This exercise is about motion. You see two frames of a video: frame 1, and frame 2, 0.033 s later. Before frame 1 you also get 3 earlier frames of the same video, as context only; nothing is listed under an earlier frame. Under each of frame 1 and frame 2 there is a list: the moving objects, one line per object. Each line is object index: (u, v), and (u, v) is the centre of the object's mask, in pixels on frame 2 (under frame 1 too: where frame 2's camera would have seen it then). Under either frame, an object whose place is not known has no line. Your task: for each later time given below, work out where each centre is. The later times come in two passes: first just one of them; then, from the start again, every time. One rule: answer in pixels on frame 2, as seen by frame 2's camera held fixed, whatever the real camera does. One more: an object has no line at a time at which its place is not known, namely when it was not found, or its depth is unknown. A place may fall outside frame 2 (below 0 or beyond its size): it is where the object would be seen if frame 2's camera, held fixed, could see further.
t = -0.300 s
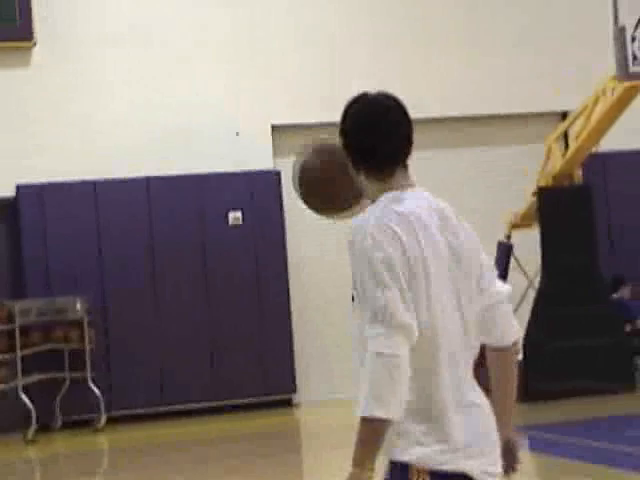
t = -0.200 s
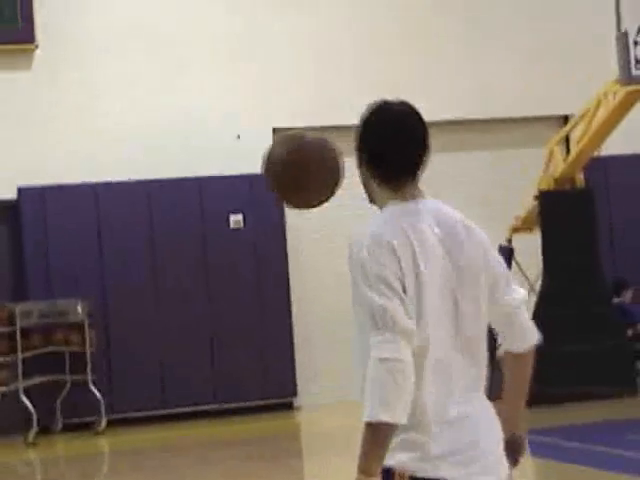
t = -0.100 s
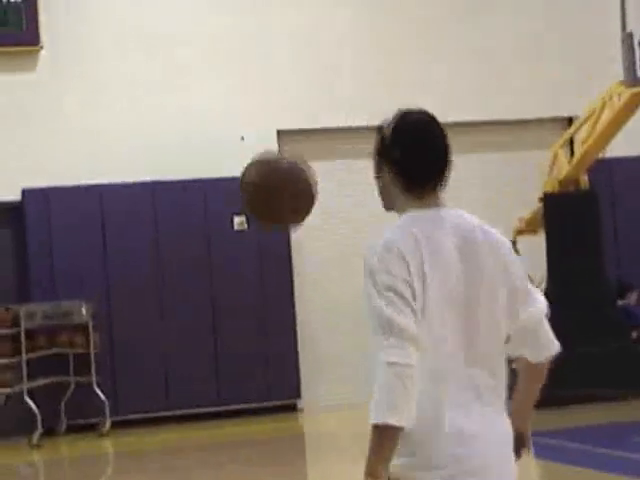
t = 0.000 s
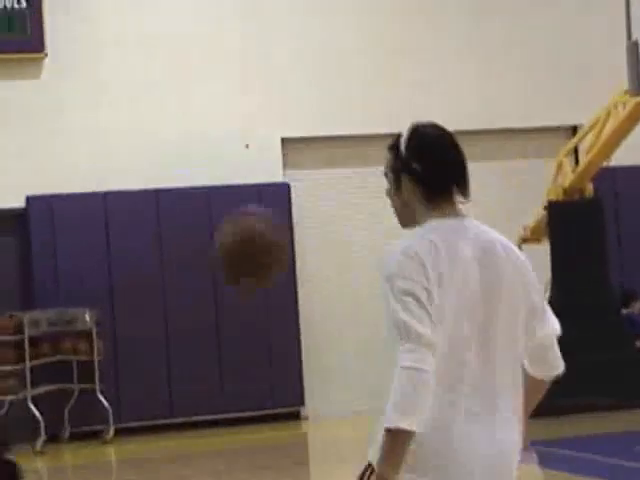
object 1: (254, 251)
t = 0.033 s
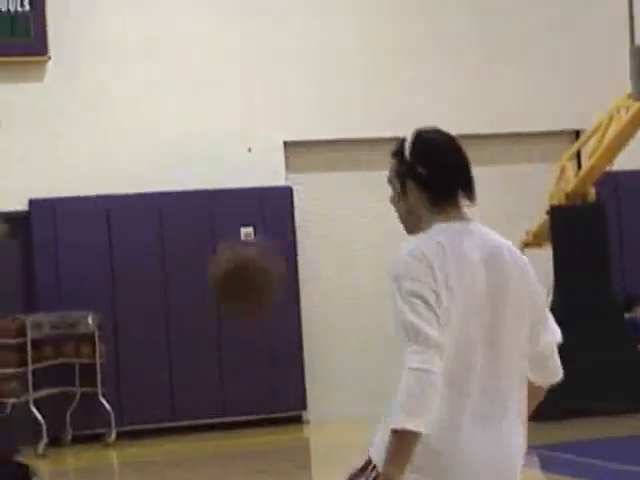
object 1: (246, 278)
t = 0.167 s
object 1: (210, 409)
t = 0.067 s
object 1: (237, 303)
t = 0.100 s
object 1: (227, 330)
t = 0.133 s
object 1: (221, 366)
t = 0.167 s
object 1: (210, 409)
